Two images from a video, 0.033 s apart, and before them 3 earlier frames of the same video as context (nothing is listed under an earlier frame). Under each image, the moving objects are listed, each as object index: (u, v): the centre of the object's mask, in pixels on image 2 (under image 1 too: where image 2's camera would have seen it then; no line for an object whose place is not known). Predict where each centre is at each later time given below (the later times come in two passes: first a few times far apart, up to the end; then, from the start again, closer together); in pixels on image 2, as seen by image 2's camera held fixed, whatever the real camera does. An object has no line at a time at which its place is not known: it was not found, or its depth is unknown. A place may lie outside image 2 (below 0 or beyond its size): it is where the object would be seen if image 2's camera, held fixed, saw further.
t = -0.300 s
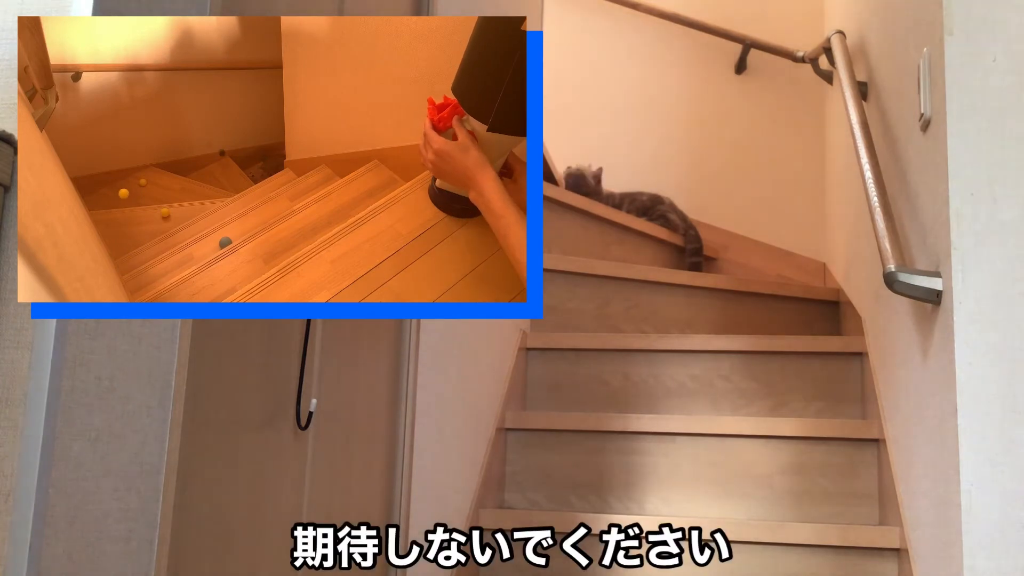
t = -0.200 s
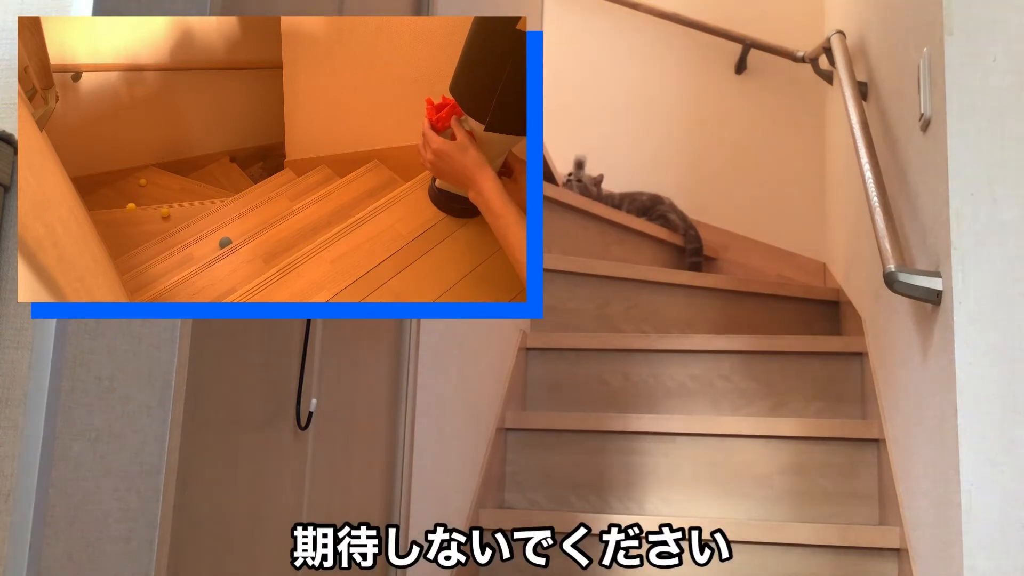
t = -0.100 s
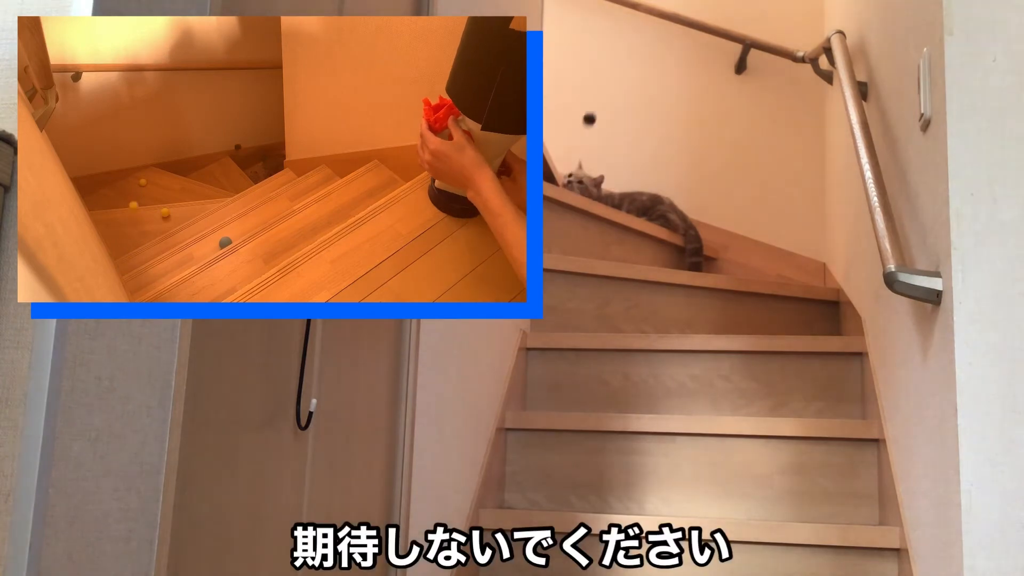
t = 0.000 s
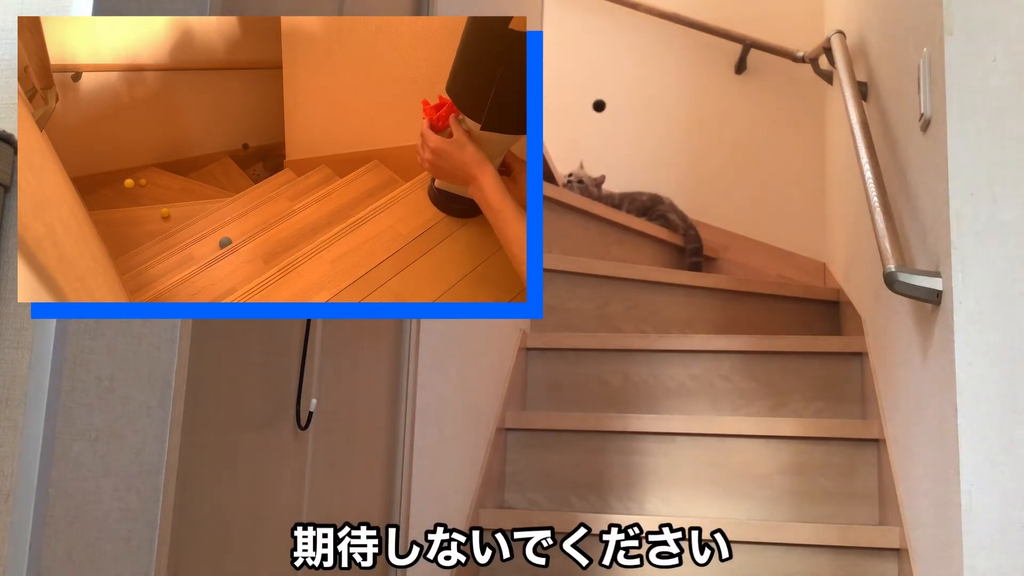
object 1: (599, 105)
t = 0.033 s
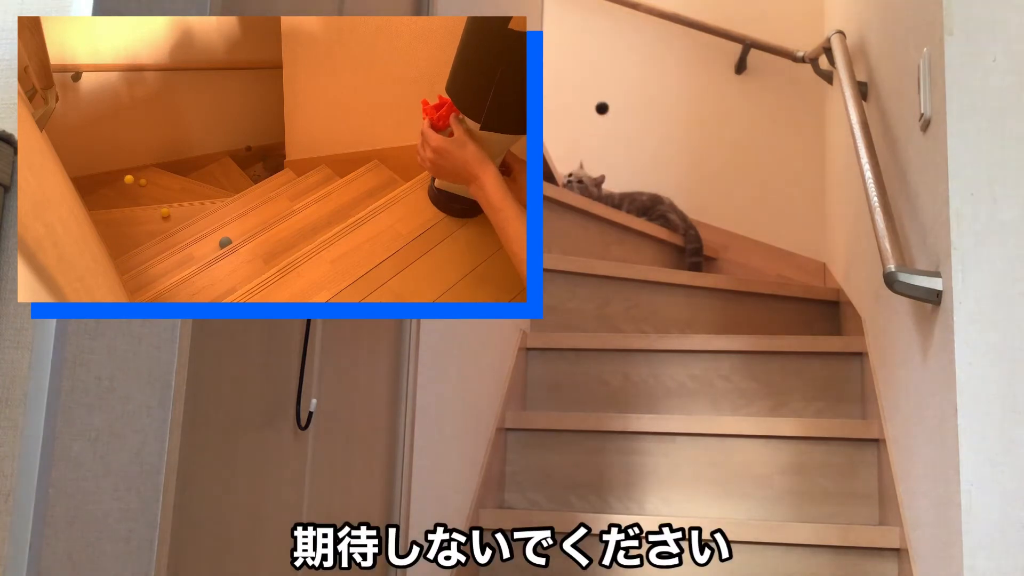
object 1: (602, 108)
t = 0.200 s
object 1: (616, 175)
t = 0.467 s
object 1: (625, 161)
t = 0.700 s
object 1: (622, 165)
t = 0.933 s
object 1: (649, 282)
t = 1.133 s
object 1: (720, 499)
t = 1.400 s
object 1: (814, 282)
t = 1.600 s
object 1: (912, 373)
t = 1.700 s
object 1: (975, 548)
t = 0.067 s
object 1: (605, 113)
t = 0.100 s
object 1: (607, 123)
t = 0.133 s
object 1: (610, 137)
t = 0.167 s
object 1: (613, 154)
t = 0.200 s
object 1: (616, 175)
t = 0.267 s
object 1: (621, 233)
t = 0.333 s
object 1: (624, 244)
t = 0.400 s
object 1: (624, 194)
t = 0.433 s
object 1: (625, 175)
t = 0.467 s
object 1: (625, 161)
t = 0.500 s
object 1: (625, 150)
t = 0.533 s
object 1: (625, 143)
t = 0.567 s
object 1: (624, 140)
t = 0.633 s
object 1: (623, 145)
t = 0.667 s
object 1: (623, 153)
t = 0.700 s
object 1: (622, 165)
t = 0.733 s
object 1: (622, 182)
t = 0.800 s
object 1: (620, 229)
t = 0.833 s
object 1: (620, 257)
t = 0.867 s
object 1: (629, 260)
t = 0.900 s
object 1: (639, 268)
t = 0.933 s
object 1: (649, 282)
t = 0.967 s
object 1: (660, 302)
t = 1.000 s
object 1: (671, 327)
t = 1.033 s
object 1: (682, 359)
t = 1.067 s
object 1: (694, 398)
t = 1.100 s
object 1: (708, 451)
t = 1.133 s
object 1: (720, 499)
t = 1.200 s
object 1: (741, 420)
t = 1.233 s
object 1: (752, 386)
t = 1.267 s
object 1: (764, 354)
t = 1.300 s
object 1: (776, 328)
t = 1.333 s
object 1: (788, 307)
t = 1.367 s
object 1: (802, 290)
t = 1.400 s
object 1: (814, 282)
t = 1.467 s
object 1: (843, 281)
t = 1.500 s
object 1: (859, 291)
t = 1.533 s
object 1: (875, 309)
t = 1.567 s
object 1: (893, 336)
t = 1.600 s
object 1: (912, 373)
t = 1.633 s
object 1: (933, 420)
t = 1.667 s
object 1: (954, 481)
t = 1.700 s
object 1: (975, 548)
